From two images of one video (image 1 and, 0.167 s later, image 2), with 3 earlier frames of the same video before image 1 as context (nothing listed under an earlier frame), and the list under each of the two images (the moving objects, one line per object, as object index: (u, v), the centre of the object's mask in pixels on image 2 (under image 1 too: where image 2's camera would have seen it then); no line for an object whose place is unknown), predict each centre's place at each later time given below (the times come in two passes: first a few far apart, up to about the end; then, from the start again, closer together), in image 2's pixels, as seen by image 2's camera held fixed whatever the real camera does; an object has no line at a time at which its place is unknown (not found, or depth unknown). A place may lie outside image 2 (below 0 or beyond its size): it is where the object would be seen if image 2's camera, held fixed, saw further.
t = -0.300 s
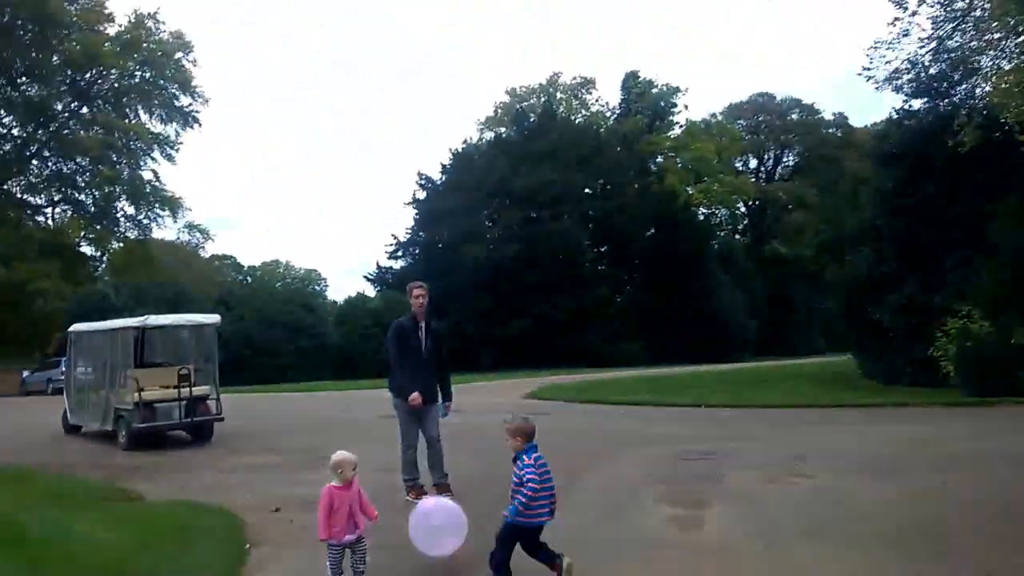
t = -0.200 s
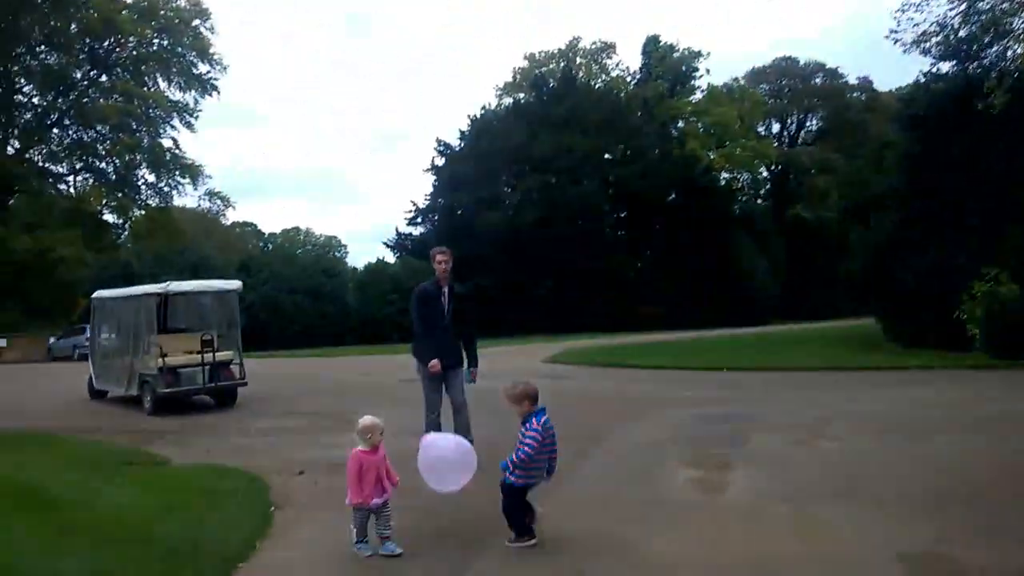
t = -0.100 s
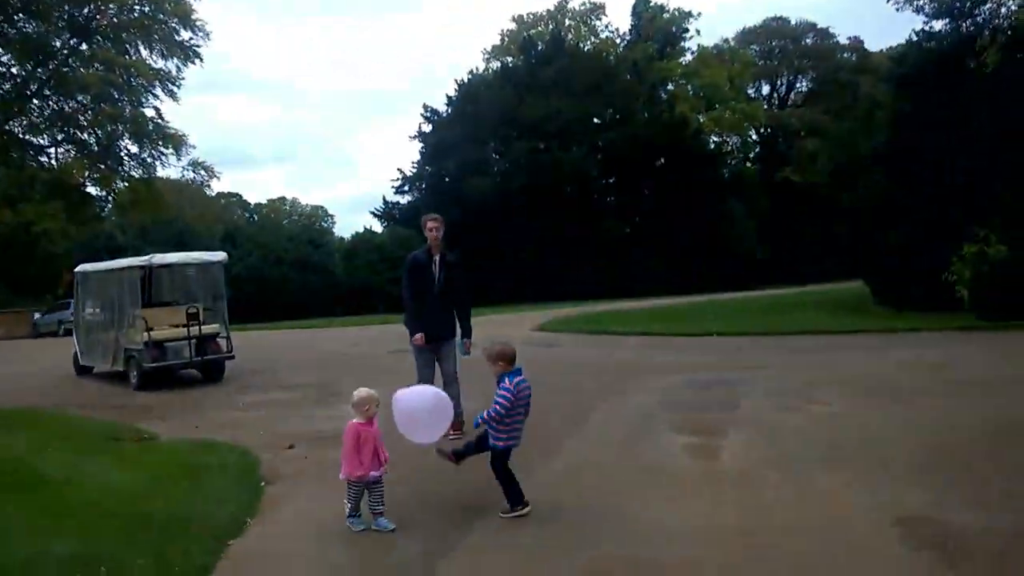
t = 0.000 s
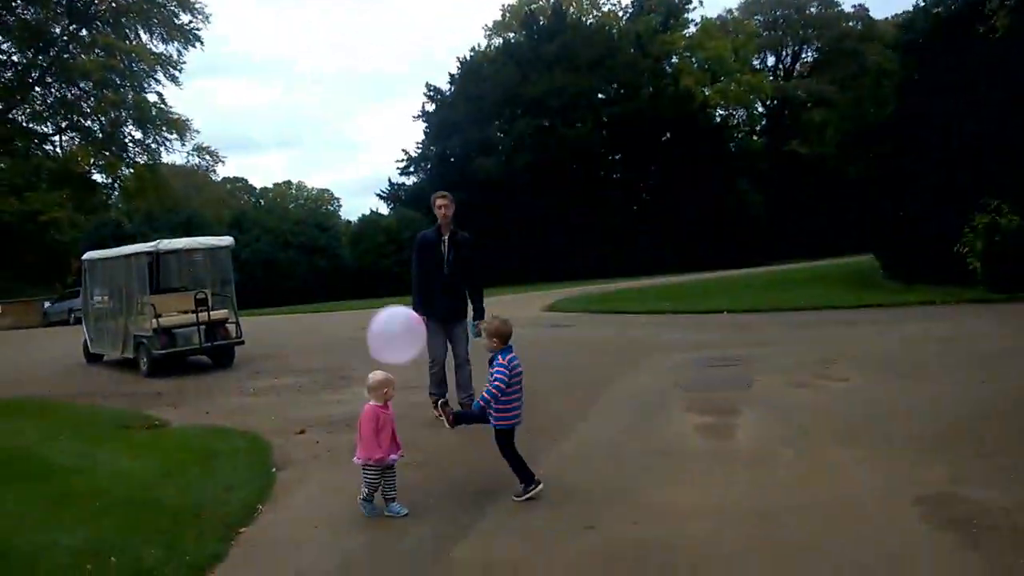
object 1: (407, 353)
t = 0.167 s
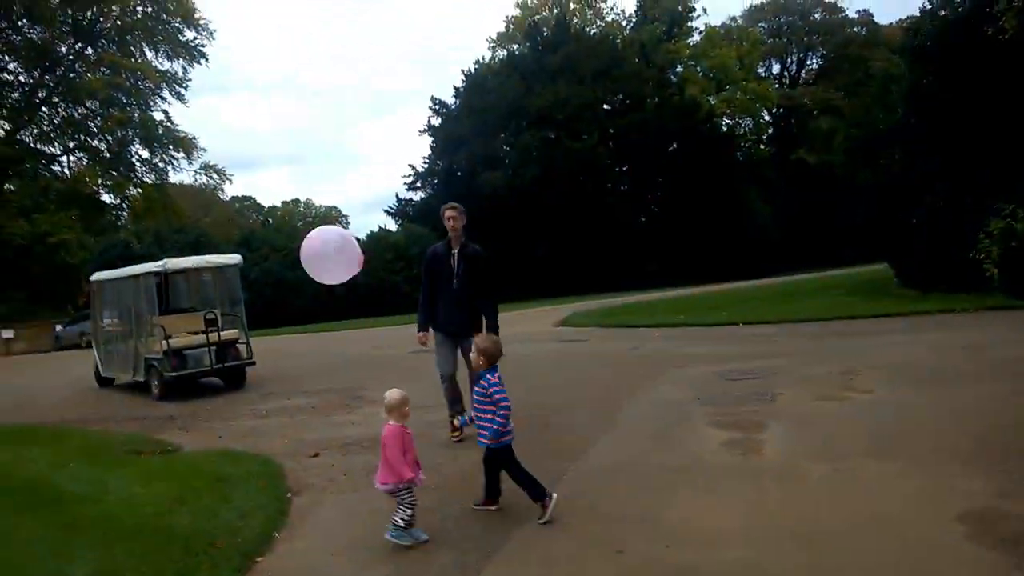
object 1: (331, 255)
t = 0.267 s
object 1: (296, 219)
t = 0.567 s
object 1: (213, 178)
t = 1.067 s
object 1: (166, 271)
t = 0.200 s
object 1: (317, 241)
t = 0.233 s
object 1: (305, 229)
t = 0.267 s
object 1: (296, 219)
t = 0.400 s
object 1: (253, 187)
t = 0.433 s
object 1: (242, 184)
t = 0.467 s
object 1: (236, 181)
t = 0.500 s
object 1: (228, 178)
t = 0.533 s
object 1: (219, 178)
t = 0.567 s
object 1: (213, 178)
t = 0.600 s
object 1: (209, 180)
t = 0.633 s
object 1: (205, 182)
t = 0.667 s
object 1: (202, 184)
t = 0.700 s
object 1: (195, 188)
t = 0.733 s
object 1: (190, 192)
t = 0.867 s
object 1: (179, 216)
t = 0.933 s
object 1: (173, 233)
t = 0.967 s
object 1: (172, 243)
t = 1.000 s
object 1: (171, 252)
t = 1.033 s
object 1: (169, 261)
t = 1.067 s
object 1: (166, 271)
